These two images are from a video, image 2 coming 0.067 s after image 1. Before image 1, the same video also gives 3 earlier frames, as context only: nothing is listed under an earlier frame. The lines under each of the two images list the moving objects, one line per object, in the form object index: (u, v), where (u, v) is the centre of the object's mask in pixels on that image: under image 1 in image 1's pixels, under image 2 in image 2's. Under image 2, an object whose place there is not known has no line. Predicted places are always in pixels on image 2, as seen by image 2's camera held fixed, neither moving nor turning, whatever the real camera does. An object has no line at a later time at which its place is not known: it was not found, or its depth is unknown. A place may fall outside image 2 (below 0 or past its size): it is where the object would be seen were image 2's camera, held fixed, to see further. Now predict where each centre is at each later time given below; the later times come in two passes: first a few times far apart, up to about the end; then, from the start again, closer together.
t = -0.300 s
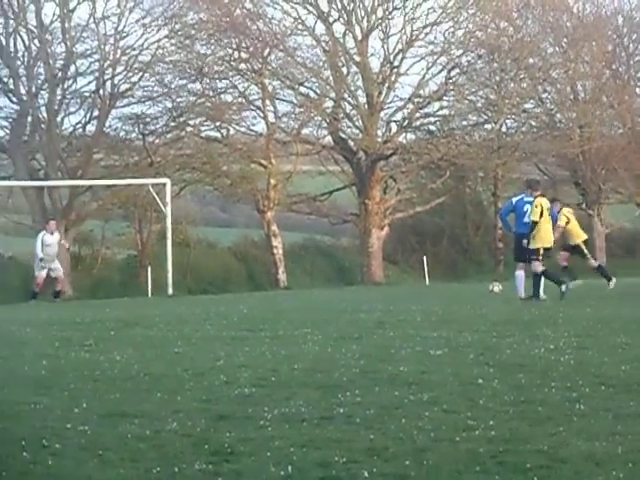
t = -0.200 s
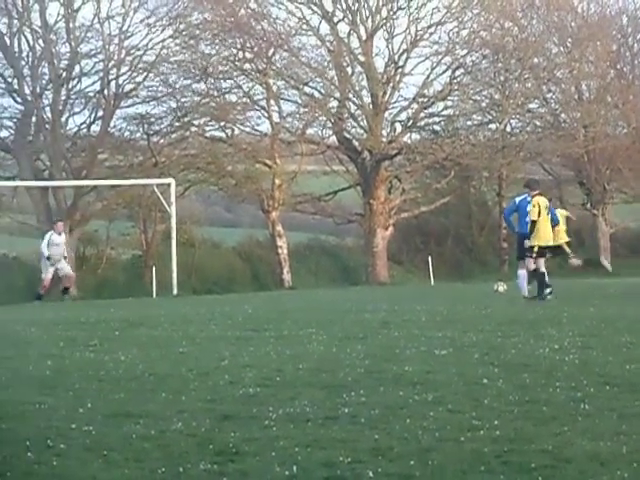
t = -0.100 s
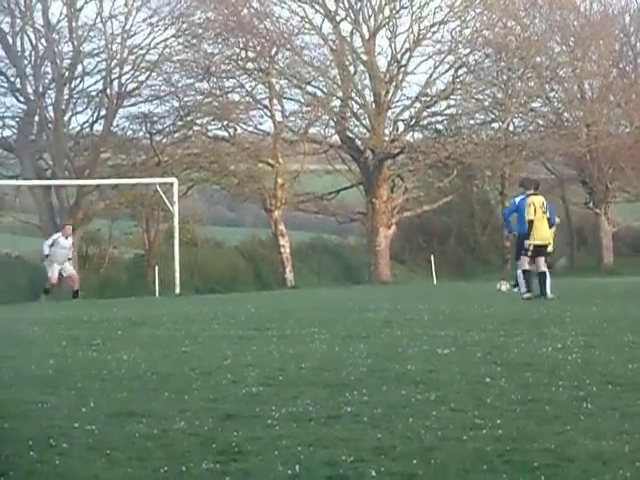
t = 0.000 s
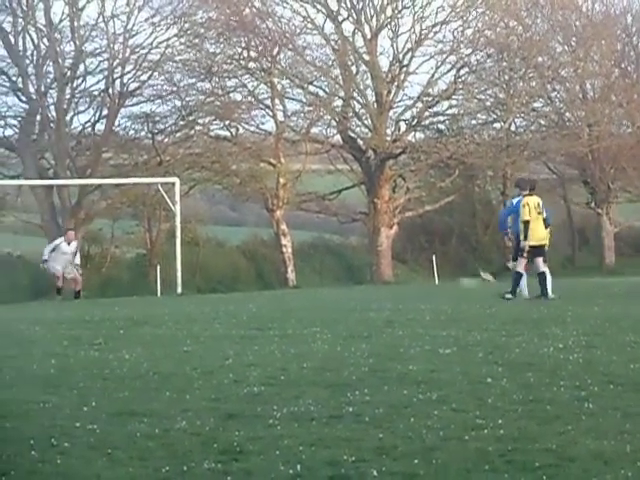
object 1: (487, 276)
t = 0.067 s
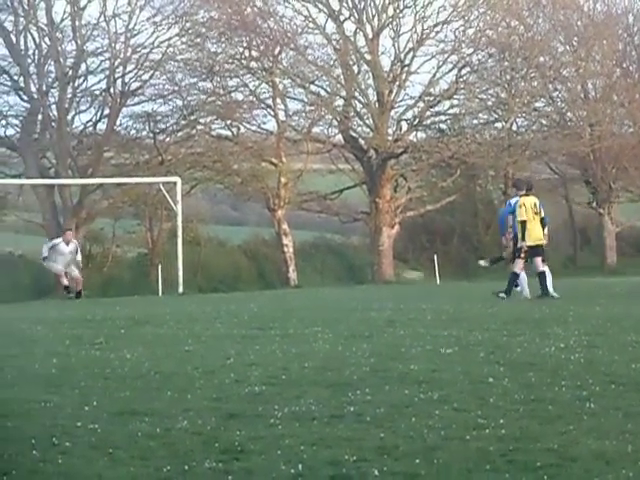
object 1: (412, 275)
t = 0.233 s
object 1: (286, 278)
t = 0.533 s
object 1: (134, 275)
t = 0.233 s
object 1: (286, 278)
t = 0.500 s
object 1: (147, 276)
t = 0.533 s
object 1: (134, 275)
